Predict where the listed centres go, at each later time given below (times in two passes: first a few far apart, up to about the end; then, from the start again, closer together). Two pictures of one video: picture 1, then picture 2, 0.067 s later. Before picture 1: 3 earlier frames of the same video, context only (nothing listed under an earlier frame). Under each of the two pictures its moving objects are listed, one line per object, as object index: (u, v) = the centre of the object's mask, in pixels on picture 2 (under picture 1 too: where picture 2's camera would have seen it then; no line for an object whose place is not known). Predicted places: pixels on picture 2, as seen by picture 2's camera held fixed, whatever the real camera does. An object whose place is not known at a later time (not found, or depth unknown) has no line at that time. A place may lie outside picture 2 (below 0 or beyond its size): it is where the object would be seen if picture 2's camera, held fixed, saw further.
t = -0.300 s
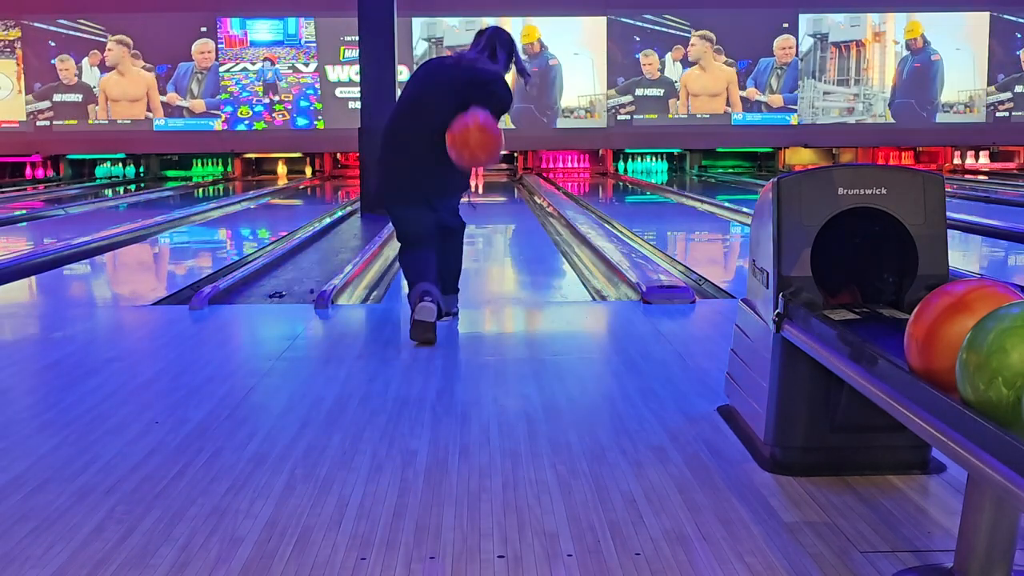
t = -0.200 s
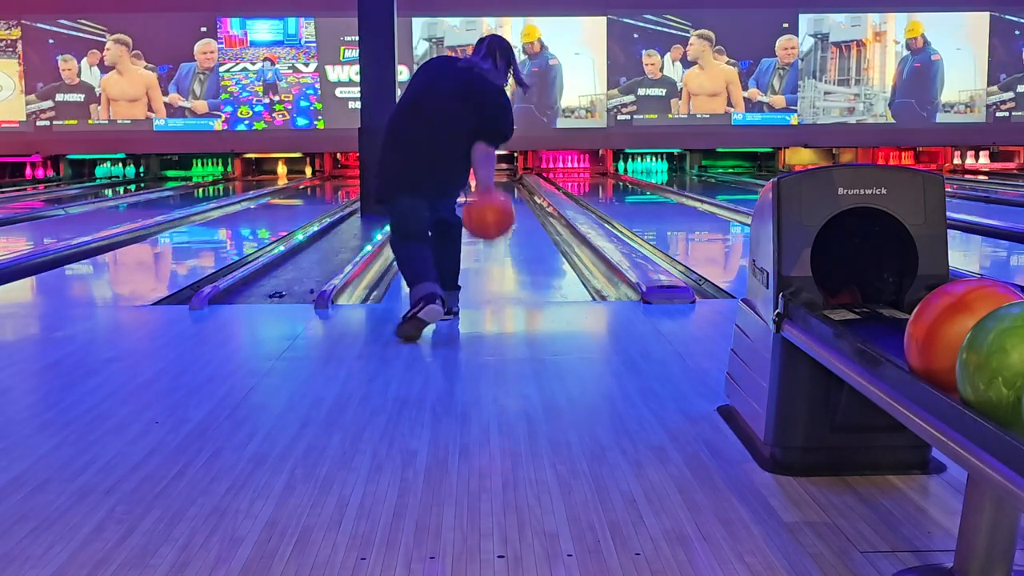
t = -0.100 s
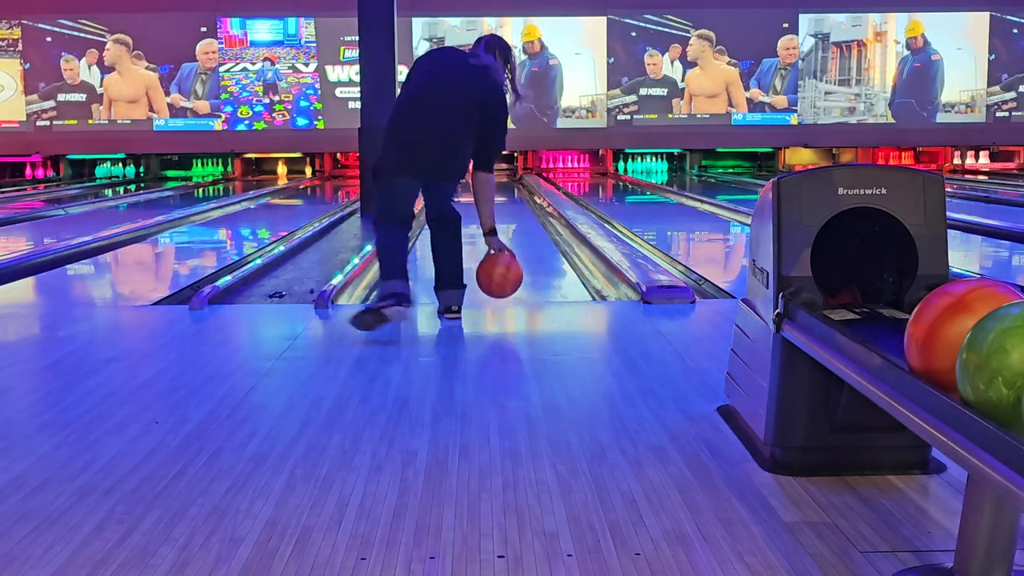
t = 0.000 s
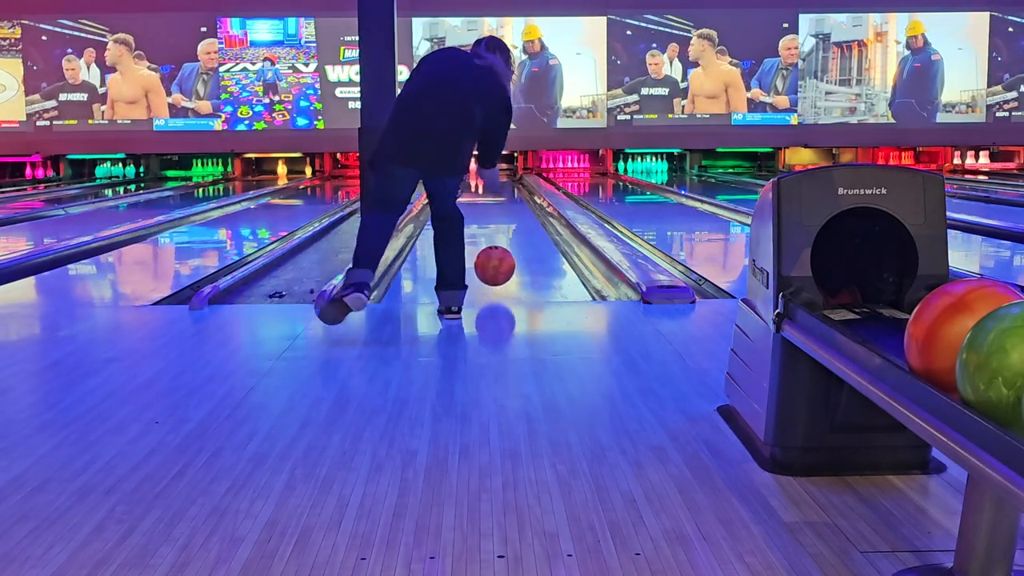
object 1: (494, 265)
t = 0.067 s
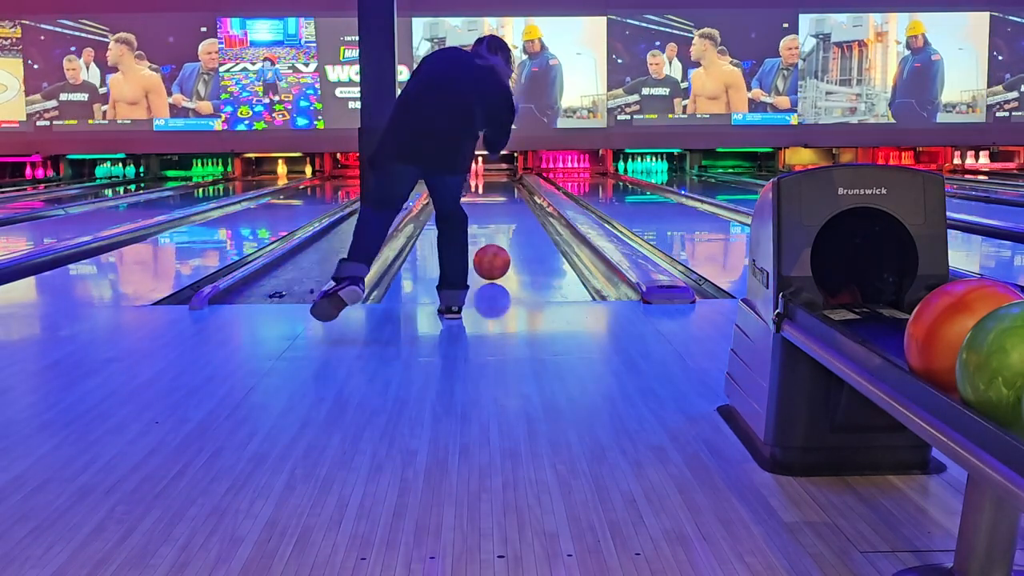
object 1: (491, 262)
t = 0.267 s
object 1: (485, 239)
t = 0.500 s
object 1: (480, 219)
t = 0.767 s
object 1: (476, 205)
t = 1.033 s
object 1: (475, 197)
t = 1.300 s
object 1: (473, 189)
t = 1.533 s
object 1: (472, 184)
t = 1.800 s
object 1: (471, 179)
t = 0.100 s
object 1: (490, 256)
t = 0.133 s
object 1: (489, 253)
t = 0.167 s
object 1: (488, 249)
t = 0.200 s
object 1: (486, 245)
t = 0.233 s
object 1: (485, 242)
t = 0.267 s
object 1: (485, 239)
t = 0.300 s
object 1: (484, 235)
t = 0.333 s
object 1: (483, 232)
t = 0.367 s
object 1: (482, 229)
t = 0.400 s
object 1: (482, 227)
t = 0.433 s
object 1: (481, 224)
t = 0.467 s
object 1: (481, 222)
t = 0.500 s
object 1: (480, 219)
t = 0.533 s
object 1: (480, 217)
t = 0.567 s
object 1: (479, 215)
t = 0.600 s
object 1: (478, 213)
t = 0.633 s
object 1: (478, 211)
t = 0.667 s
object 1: (477, 209)
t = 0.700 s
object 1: (476, 208)
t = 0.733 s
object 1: (476, 206)
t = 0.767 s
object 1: (476, 205)
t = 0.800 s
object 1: (476, 204)
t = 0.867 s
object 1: (476, 202)
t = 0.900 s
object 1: (476, 201)
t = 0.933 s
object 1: (476, 200)
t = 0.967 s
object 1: (476, 199)
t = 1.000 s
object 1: (476, 198)
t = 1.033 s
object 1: (475, 197)
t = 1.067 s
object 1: (475, 195)
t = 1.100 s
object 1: (475, 194)
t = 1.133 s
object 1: (474, 193)
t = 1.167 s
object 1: (474, 193)
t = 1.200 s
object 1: (474, 191)
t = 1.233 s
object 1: (474, 191)
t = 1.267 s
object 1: (473, 190)
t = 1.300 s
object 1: (473, 189)
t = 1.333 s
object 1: (473, 188)
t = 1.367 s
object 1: (474, 188)
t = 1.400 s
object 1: (474, 187)
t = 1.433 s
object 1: (473, 186)
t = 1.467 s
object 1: (473, 185)
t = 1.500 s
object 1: (472, 185)
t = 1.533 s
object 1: (472, 184)
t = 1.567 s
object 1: (472, 184)
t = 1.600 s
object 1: (472, 183)
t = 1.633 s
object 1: (471, 182)
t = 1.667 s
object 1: (471, 182)
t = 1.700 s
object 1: (471, 181)
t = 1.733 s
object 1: (471, 180)
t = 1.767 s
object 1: (471, 180)
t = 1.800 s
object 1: (471, 179)
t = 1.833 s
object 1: (471, 178)
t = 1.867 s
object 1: (471, 178)
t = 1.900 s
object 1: (470, 177)
